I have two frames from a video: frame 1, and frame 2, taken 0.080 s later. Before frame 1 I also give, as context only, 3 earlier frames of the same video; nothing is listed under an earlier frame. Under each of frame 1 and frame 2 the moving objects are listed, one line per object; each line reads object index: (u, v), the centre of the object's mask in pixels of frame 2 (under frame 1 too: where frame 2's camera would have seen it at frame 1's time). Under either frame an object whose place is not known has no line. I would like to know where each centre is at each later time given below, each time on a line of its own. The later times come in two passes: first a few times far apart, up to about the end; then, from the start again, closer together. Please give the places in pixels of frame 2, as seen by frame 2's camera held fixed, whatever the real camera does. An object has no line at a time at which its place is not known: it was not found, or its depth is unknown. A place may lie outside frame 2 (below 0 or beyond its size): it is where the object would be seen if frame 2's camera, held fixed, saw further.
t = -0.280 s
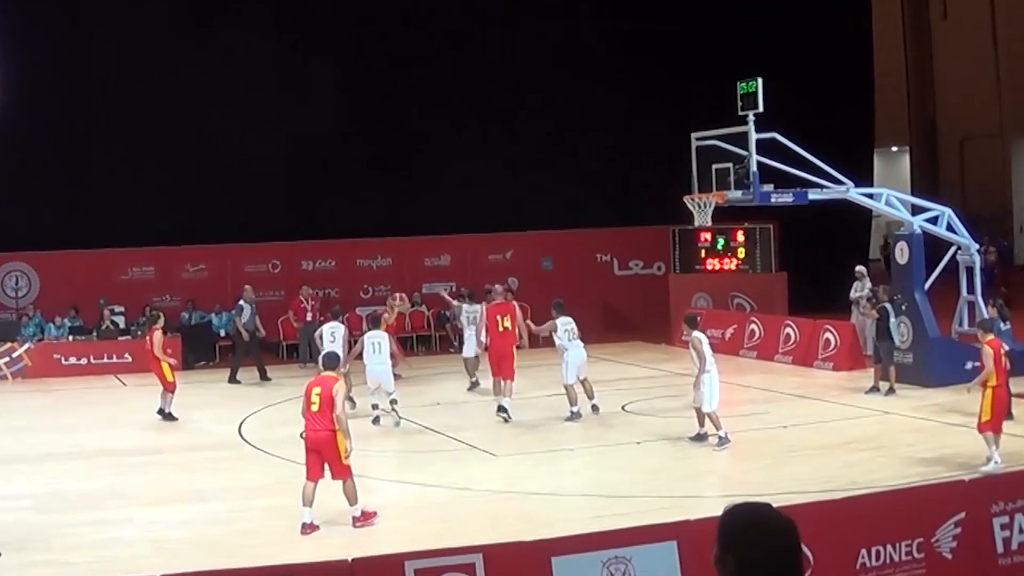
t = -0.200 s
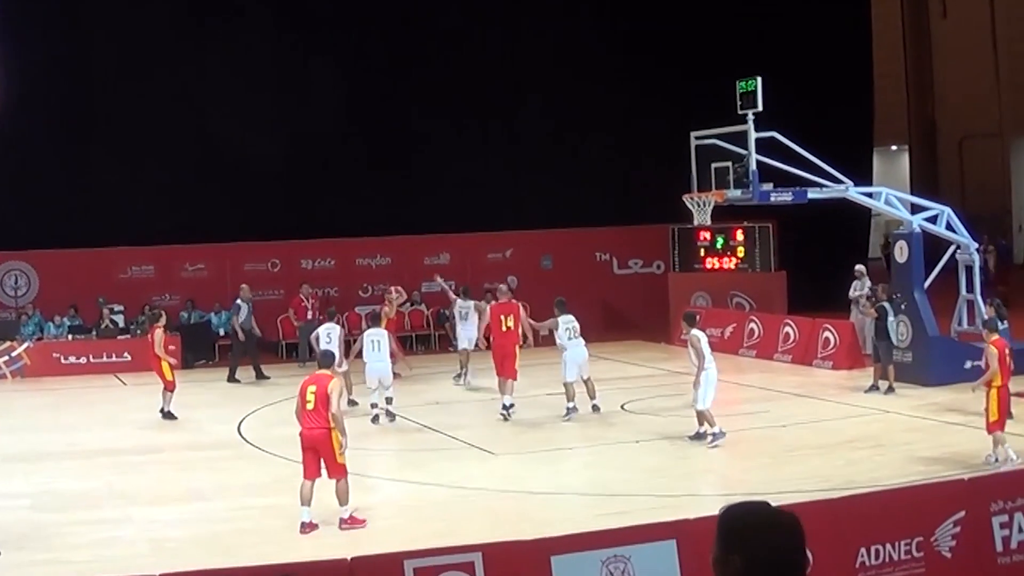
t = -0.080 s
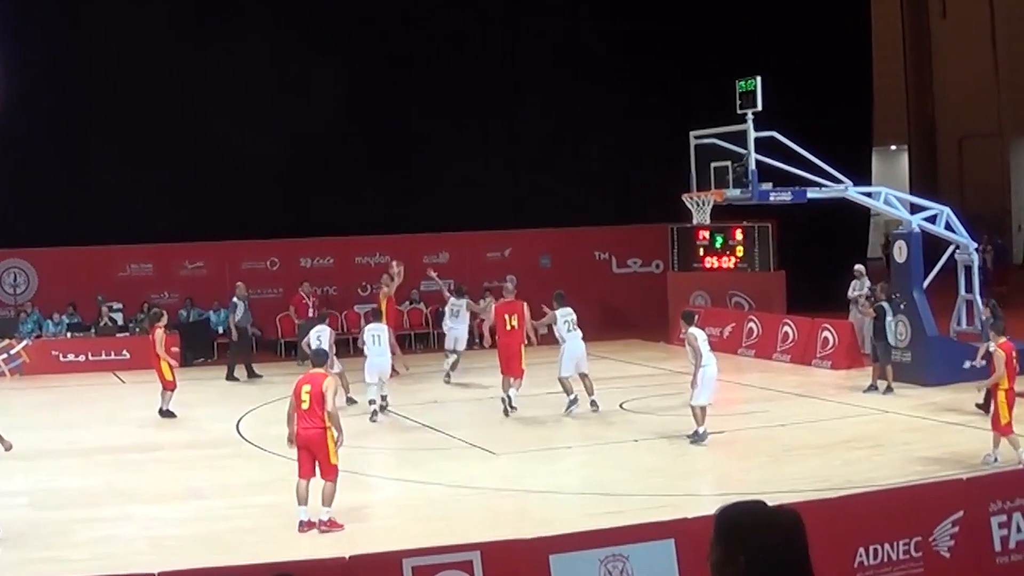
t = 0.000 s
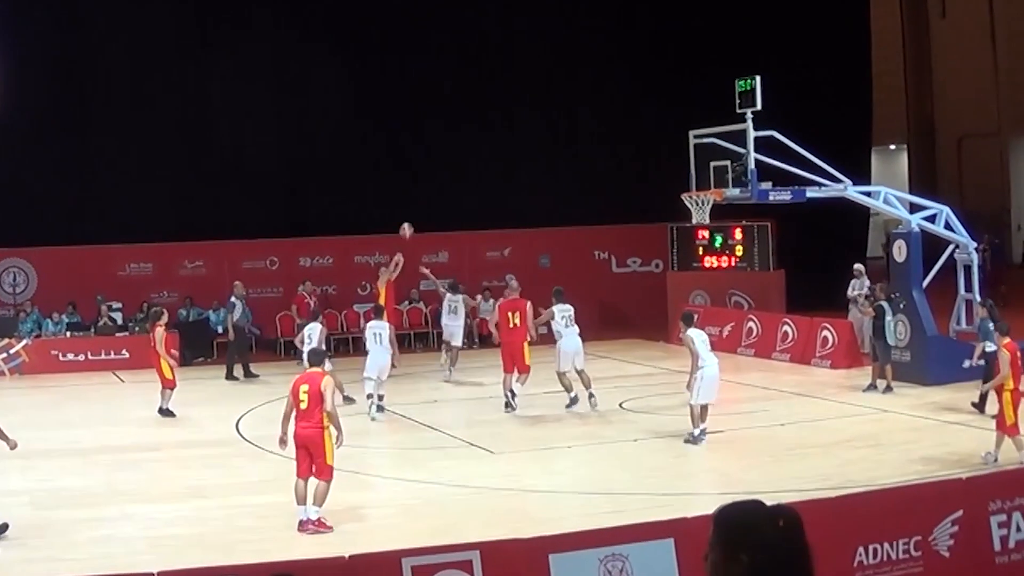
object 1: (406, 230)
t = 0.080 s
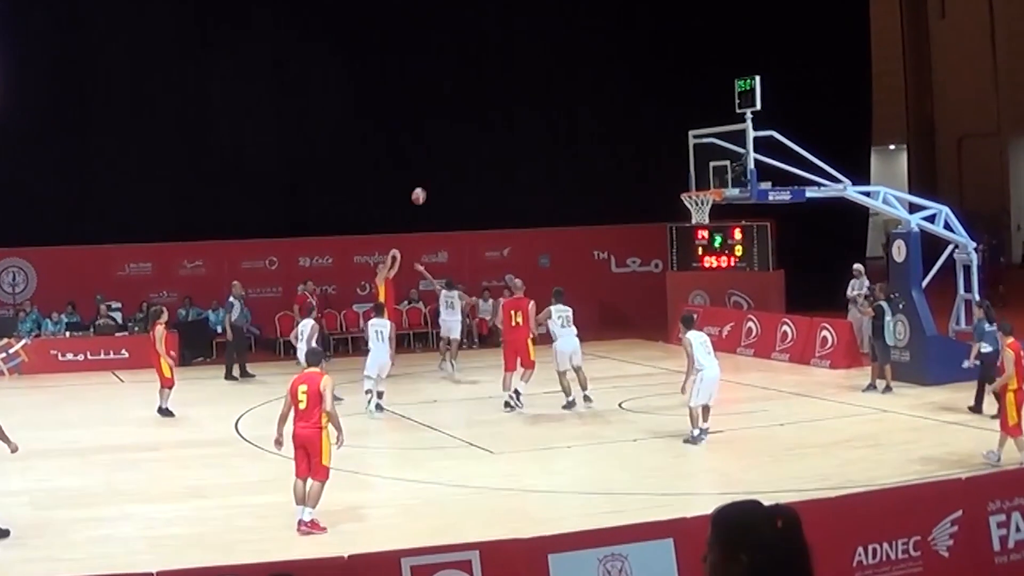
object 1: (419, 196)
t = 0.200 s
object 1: (439, 150)
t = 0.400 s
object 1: (473, 90)
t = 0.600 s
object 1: (509, 53)
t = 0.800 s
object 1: (547, 38)
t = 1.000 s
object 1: (587, 48)
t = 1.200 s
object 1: (628, 84)
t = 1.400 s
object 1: (672, 146)
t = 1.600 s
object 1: (700, 213)
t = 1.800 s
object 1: (699, 218)
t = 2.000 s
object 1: (693, 257)
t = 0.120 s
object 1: (425, 180)
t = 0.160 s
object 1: (432, 164)
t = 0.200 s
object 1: (439, 150)
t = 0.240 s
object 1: (445, 136)
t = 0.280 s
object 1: (452, 123)
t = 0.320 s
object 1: (459, 112)
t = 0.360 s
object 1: (466, 100)
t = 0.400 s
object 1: (473, 90)
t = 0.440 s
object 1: (480, 81)
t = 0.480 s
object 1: (487, 73)
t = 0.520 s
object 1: (494, 65)
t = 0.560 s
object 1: (502, 59)
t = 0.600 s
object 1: (509, 53)
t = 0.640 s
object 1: (516, 49)
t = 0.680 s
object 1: (524, 45)
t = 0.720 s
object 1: (531, 42)
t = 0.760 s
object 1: (539, 40)
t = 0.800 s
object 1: (547, 38)
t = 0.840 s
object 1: (554, 38)
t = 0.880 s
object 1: (562, 39)
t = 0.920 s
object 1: (570, 41)
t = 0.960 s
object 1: (578, 44)
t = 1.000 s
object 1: (587, 48)
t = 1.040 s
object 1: (595, 53)
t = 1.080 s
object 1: (603, 59)
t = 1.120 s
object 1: (611, 66)
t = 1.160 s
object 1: (620, 74)
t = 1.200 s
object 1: (628, 84)
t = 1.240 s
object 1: (637, 94)
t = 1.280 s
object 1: (645, 105)
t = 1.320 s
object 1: (654, 118)
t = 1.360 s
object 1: (663, 131)
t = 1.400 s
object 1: (672, 146)
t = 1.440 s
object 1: (681, 162)
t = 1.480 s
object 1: (690, 179)
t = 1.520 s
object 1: (698, 188)
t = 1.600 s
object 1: (700, 213)
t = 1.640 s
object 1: (704, 205)
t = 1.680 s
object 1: (703, 207)
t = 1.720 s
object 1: (702, 209)
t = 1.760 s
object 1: (701, 213)
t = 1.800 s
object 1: (699, 218)
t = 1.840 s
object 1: (698, 222)
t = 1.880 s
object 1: (697, 230)
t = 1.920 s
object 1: (695, 238)
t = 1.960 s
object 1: (694, 247)
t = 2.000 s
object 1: (693, 257)
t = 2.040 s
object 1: (693, 268)
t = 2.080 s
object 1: (692, 280)
